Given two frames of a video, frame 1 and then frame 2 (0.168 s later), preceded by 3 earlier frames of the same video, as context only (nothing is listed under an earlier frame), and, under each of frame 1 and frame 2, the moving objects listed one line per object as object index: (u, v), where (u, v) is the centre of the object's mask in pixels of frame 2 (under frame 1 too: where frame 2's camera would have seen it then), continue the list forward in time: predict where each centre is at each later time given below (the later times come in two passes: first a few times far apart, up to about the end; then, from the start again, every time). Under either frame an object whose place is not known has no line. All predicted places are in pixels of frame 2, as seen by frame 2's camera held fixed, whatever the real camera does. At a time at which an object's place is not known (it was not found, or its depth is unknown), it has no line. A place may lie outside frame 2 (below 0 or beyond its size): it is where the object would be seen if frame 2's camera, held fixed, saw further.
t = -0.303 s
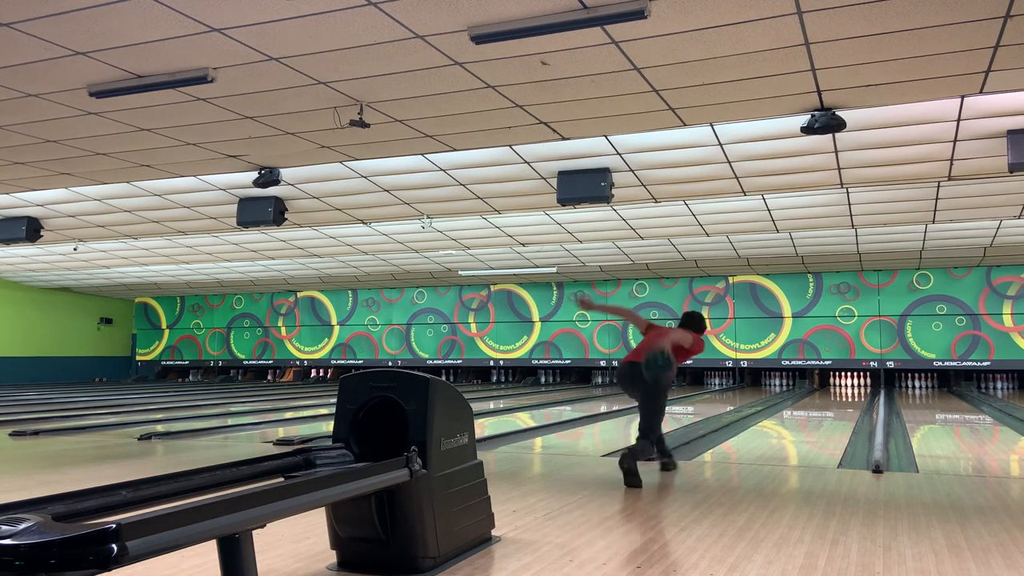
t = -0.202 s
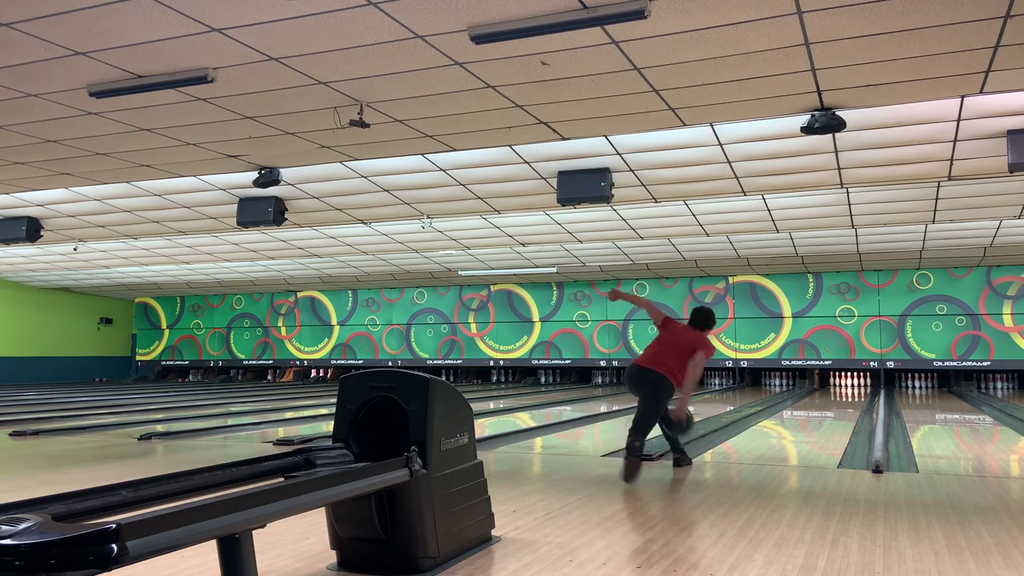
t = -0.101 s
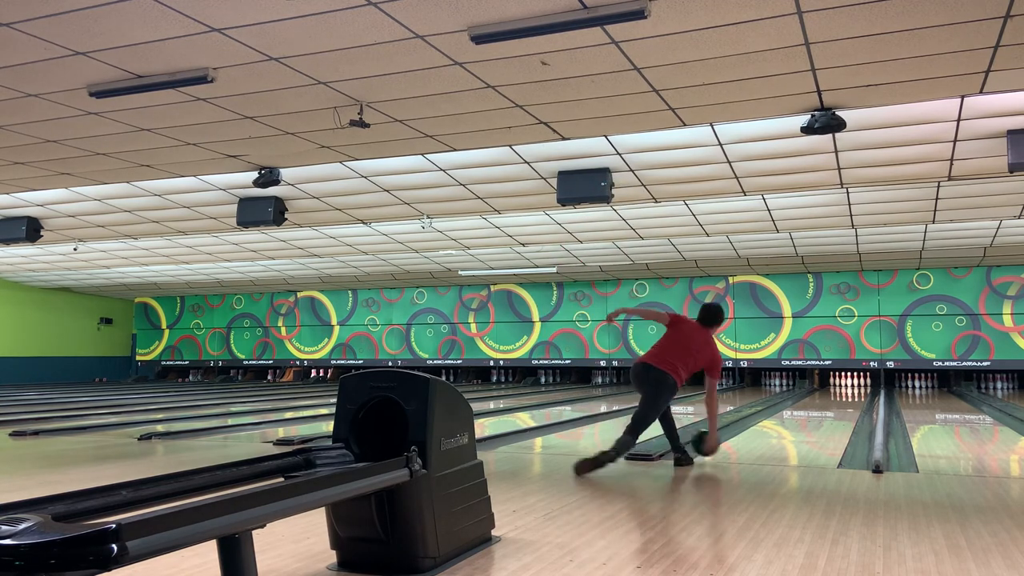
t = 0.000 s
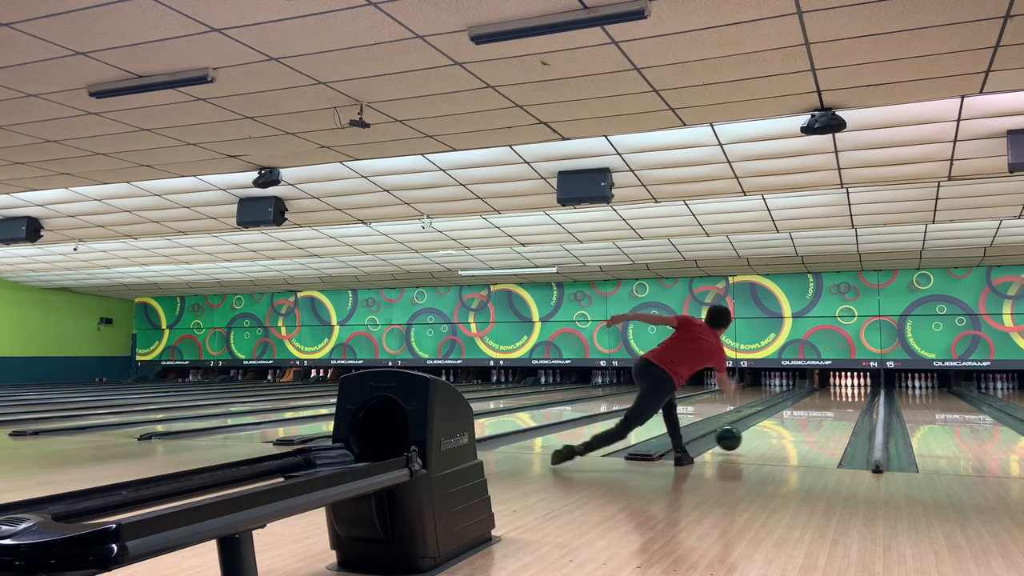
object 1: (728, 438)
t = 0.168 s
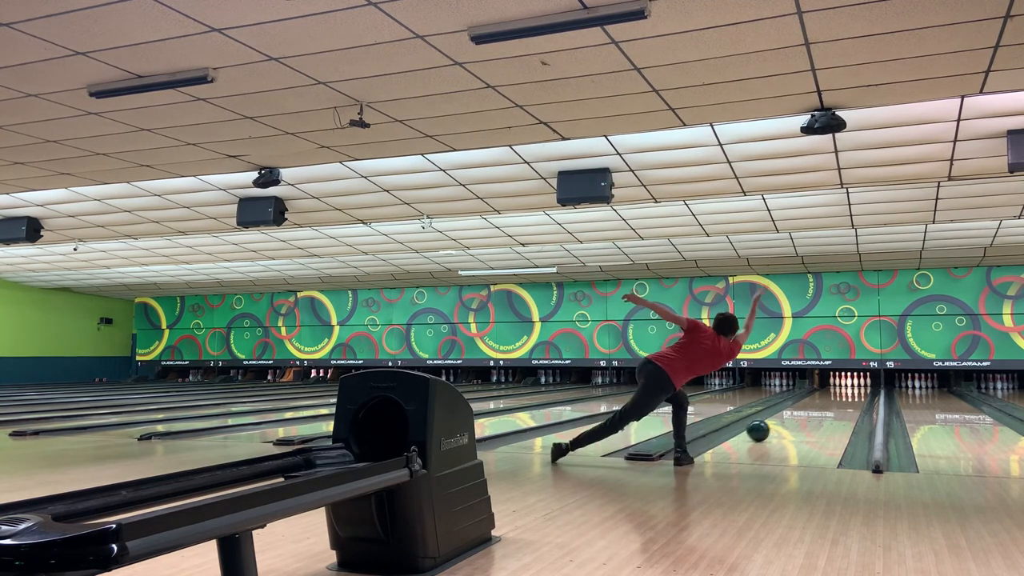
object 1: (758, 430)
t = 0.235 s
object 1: (768, 427)
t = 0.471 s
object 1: (794, 416)
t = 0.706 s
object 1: (814, 409)
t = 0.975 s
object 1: (831, 402)
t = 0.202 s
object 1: (763, 428)
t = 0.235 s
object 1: (768, 427)
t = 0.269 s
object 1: (772, 425)
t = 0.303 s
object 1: (776, 423)
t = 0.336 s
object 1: (780, 421)
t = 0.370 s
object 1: (784, 420)
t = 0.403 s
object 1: (788, 419)
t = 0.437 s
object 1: (791, 417)
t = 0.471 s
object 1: (794, 416)
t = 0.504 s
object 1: (798, 415)
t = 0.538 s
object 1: (801, 414)
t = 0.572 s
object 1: (804, 412)
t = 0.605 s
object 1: (806, 411)
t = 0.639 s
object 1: (809, 410)
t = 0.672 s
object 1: (811, 410)
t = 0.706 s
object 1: (814, 409)
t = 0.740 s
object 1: (817, 408)
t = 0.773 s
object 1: (819, 407)
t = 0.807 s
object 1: (821, 406)
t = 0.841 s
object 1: (824, 405)
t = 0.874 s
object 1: (825, 404)
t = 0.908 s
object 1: (827, 403)
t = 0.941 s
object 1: (829, 403)
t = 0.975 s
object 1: (831, 402)
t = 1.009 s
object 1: (833, 401)
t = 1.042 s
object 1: (834, 400)
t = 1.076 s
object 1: (836, 400)
